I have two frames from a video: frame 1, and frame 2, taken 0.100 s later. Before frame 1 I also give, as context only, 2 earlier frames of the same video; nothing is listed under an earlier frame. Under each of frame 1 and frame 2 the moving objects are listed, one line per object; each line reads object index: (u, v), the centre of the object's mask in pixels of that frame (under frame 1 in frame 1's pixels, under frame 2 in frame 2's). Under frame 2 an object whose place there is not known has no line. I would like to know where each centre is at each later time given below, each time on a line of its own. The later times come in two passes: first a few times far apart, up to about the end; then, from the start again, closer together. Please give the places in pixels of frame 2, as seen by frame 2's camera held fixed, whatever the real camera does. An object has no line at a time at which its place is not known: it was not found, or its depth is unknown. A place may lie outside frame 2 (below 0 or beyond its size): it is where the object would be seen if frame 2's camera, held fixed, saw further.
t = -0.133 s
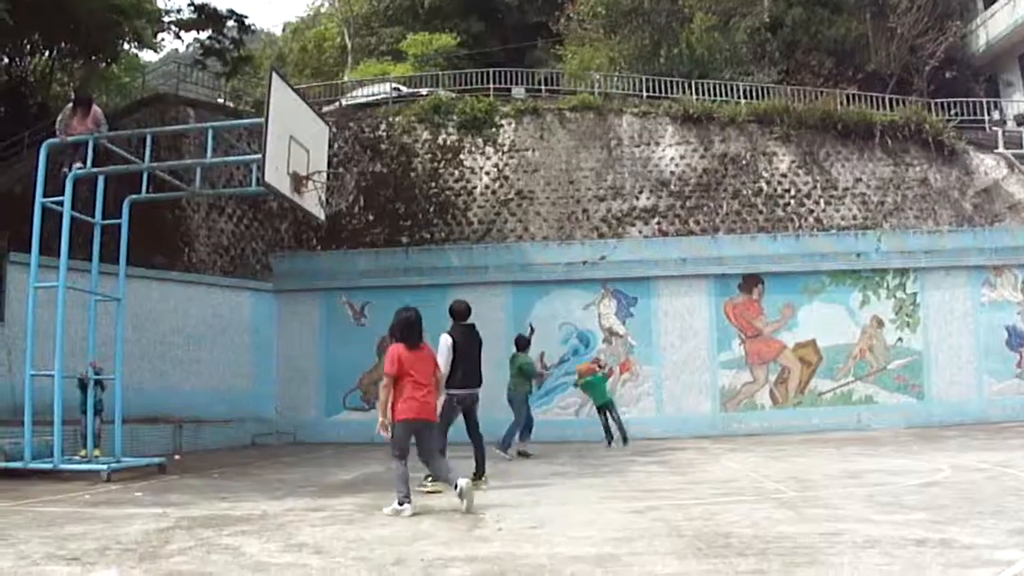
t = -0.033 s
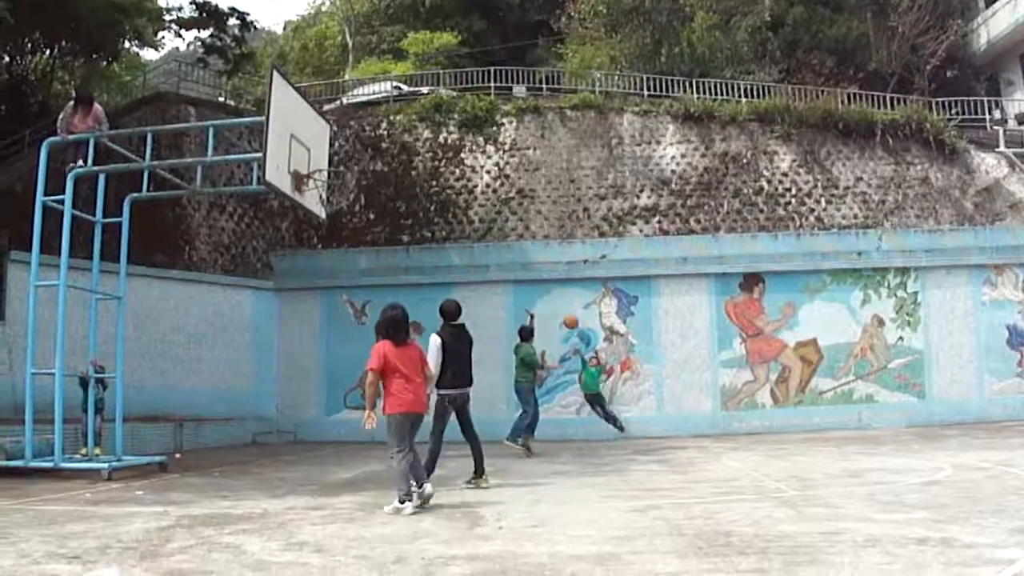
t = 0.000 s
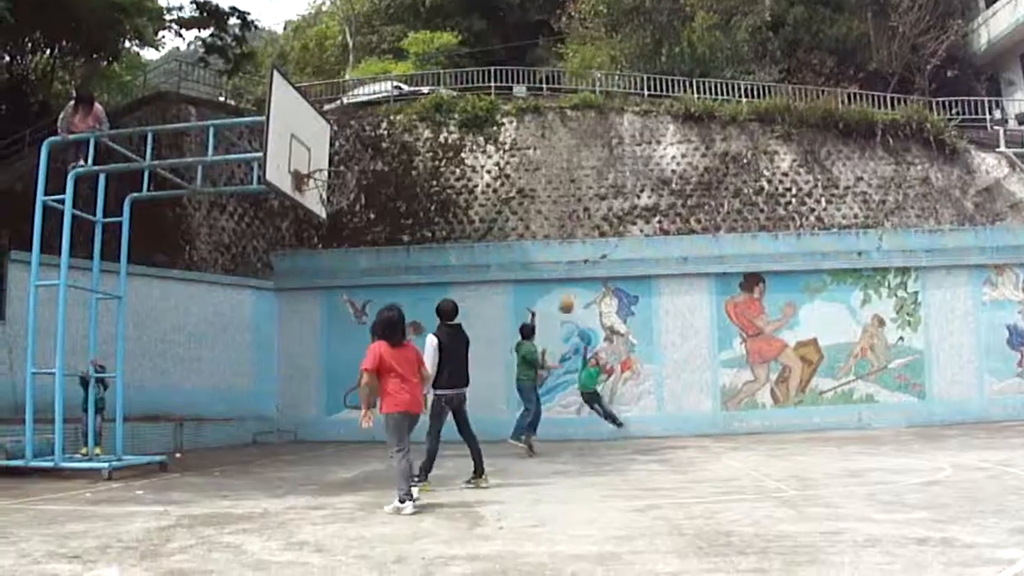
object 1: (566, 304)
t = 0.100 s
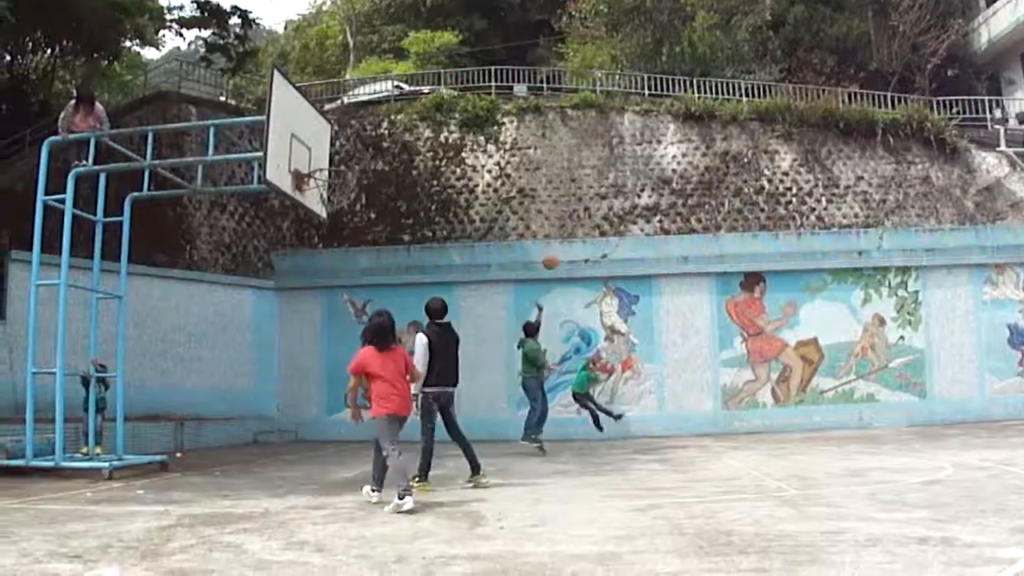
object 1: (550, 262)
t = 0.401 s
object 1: (498, 159)
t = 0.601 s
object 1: (461, 120)
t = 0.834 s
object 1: (409, 111)
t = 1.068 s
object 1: (344, 147)
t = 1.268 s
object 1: (334, 148)
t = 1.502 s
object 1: (341, 159)
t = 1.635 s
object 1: (346, 180)
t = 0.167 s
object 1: (540, 236)
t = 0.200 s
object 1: (531, 223)
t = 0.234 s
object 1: (530, 210)
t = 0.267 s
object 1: (524, 197)
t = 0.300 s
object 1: (516, 188)
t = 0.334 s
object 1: (506, 175)
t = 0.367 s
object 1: (503, 168)
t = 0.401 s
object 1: (498, 159)
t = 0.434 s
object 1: (492, 151)
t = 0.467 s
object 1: (488, 142)
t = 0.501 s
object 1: (479, 135)
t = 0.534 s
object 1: (473, 129)
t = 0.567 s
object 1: (467, 123)
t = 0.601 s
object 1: (461, 120)
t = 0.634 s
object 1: (454, 115)
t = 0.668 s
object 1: (446, 113)
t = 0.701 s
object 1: (440, 113)
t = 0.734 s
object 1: (432, 111)
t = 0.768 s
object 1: (425, 109)
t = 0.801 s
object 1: (417, 110)
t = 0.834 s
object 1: (409, 111)
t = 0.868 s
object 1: (401, 114)
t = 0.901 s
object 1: (392, 117)
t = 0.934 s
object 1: (383, 120)
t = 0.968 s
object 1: (374, 126)
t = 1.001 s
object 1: (365, 131)
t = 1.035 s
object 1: (355, 140)
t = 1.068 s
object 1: (344, 147)
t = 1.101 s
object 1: (334, 158)
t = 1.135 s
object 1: (327, 163)
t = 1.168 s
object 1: (329, 158)
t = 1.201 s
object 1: (331, 154)
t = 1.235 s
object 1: (333, 151)
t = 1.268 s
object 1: (334, 148)
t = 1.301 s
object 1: (335, 146)
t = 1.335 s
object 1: (335, 146)
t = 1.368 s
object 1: (336, 146)
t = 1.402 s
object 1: (338, 149)
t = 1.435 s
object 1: (338, 151)
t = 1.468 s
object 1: (339, 155)
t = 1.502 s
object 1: (341, 159)
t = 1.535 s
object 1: (342, 163)
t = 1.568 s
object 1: (343, 167)
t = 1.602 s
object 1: (344, 171)
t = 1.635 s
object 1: (346, 180)
